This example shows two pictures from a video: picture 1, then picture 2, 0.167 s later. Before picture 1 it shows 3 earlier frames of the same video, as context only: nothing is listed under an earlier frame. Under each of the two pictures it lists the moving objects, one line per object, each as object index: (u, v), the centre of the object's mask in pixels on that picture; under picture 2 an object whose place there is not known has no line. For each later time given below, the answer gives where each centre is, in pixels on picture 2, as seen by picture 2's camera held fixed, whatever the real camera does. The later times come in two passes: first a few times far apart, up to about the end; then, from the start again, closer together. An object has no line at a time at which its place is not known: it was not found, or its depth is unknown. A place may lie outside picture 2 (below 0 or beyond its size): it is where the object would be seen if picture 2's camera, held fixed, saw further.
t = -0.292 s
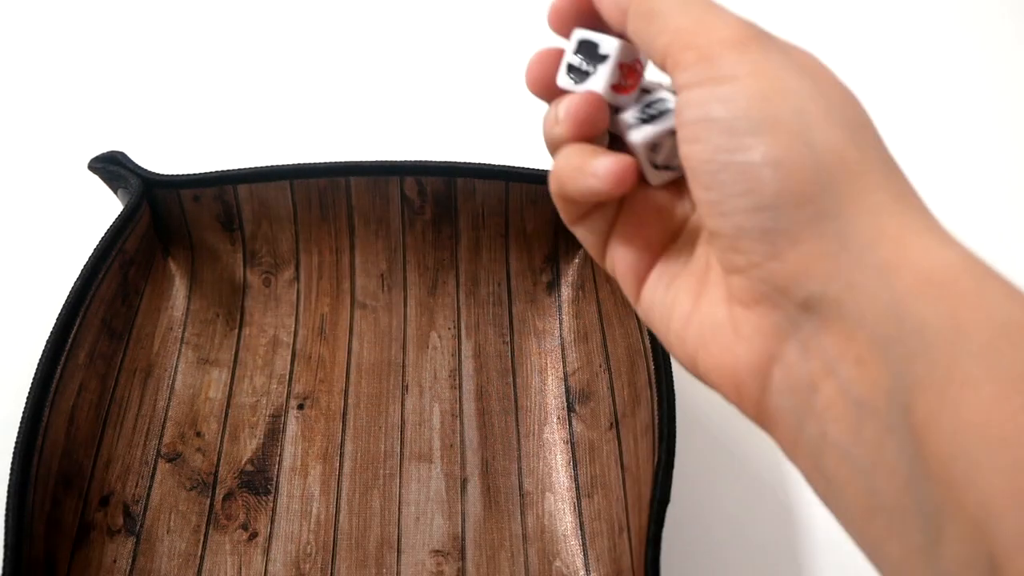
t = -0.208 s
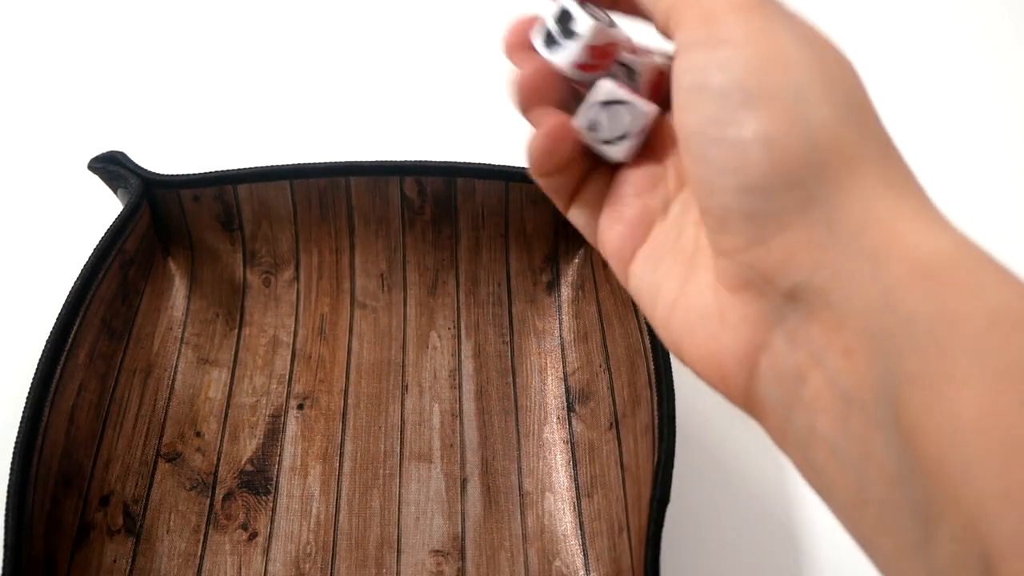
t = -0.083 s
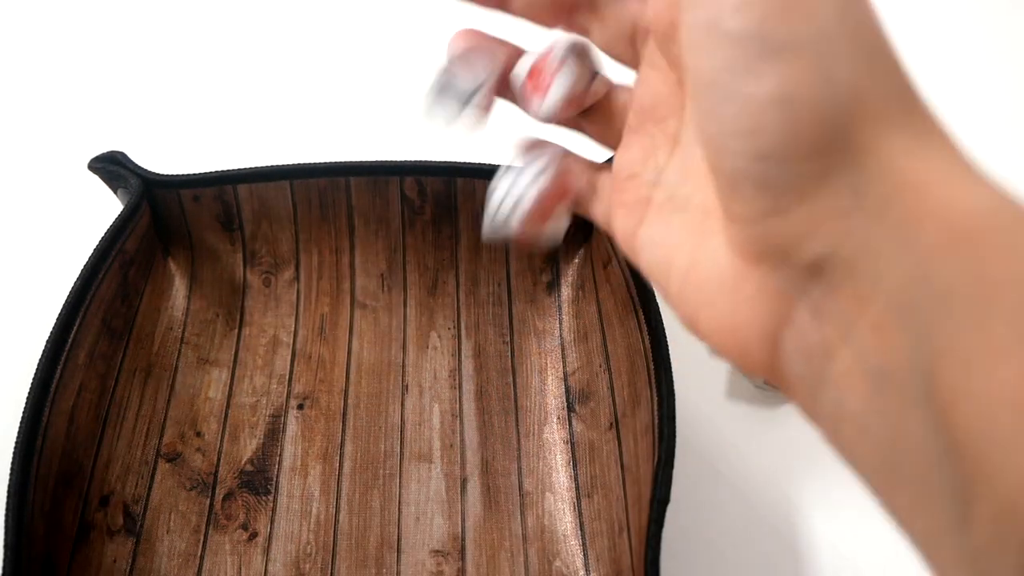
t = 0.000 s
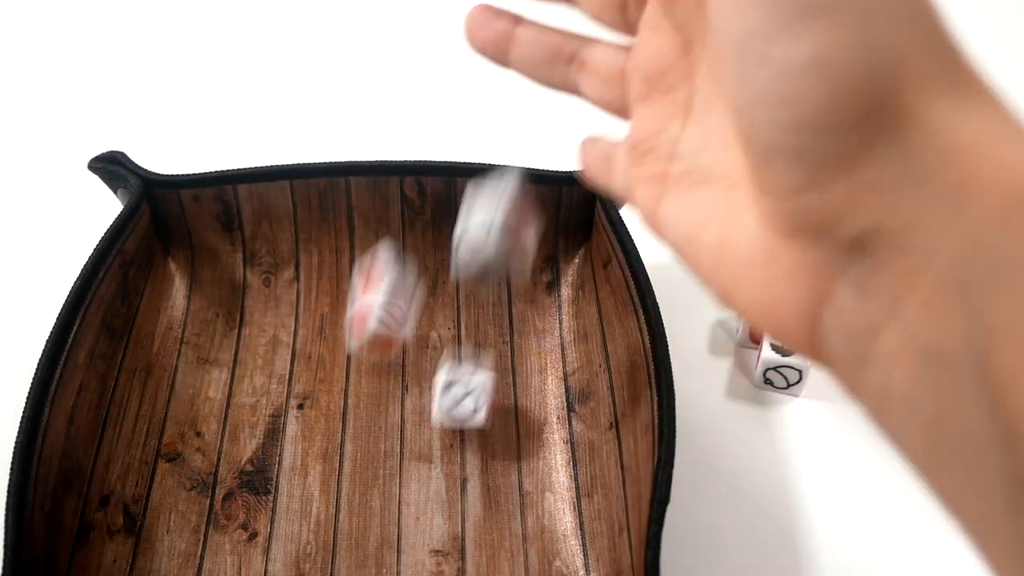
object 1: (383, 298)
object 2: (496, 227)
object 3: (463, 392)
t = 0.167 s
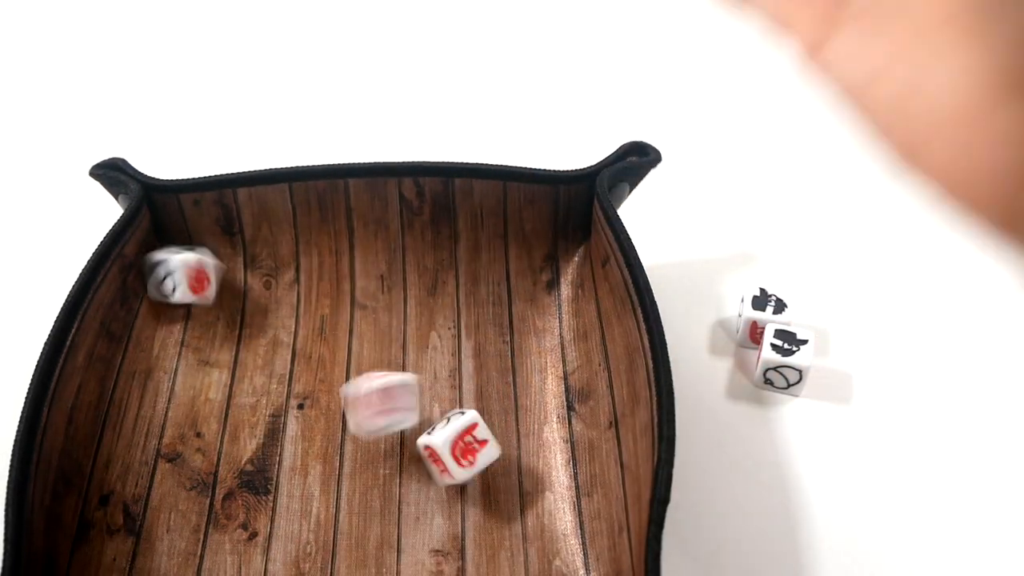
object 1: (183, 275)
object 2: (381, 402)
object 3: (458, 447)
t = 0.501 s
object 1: (276, 336)
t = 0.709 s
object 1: (276, 336)
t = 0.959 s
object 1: (276, 336)
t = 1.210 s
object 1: (276, 336)
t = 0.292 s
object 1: (226, 312)
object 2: (279, 464)
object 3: (428, 450)
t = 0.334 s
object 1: (252, 322)
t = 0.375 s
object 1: (268, 331)
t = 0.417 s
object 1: (275, 335)
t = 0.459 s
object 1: (276, 336)
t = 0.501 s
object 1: (276, 336)
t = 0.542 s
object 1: (276, 336)
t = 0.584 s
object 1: (276, 336)
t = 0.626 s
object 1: (276, 336)
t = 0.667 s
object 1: (276, 336)
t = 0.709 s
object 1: (276, 336)
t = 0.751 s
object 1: (276, 336)
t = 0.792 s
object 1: (276, 336)
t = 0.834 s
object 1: (276, 336)
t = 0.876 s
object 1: (276, 336)
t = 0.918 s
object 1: (276, 336)
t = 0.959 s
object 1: (276, 336)
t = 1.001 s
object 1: (276, 336)
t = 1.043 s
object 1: (276, 336)
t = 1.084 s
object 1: (276, 336)
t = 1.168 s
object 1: (276, 336)
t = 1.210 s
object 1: (276, 336)
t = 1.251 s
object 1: (276, 336)
